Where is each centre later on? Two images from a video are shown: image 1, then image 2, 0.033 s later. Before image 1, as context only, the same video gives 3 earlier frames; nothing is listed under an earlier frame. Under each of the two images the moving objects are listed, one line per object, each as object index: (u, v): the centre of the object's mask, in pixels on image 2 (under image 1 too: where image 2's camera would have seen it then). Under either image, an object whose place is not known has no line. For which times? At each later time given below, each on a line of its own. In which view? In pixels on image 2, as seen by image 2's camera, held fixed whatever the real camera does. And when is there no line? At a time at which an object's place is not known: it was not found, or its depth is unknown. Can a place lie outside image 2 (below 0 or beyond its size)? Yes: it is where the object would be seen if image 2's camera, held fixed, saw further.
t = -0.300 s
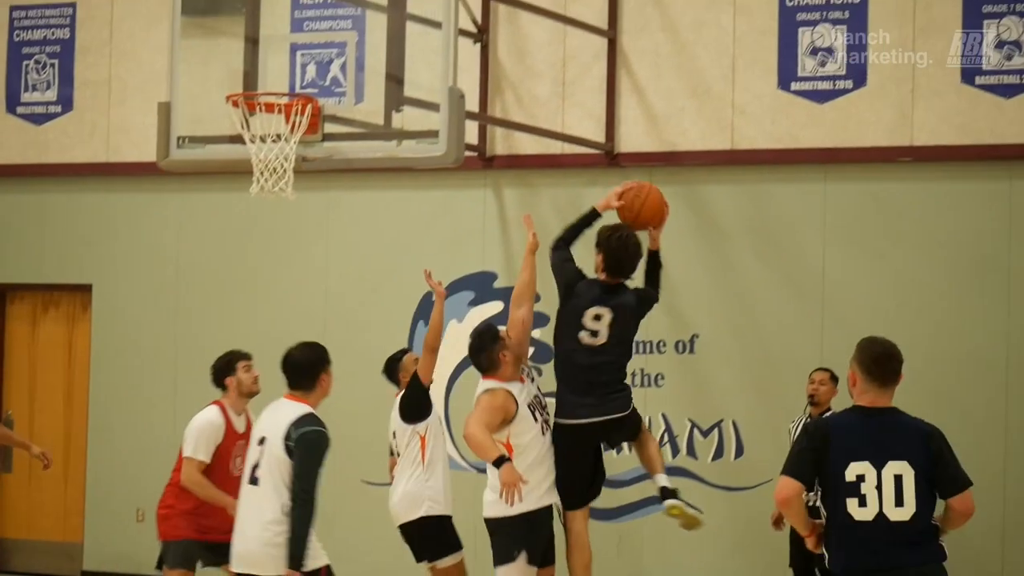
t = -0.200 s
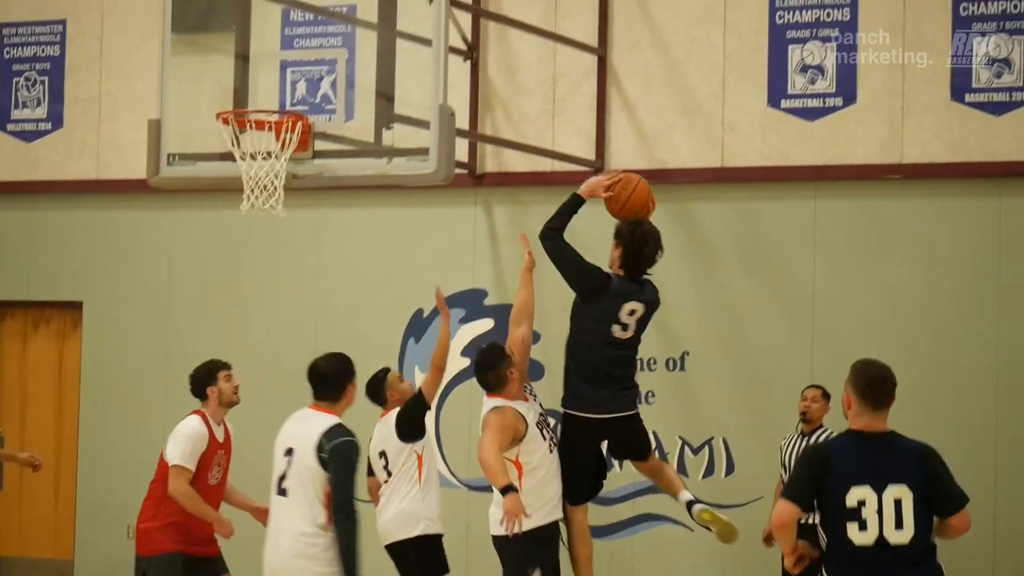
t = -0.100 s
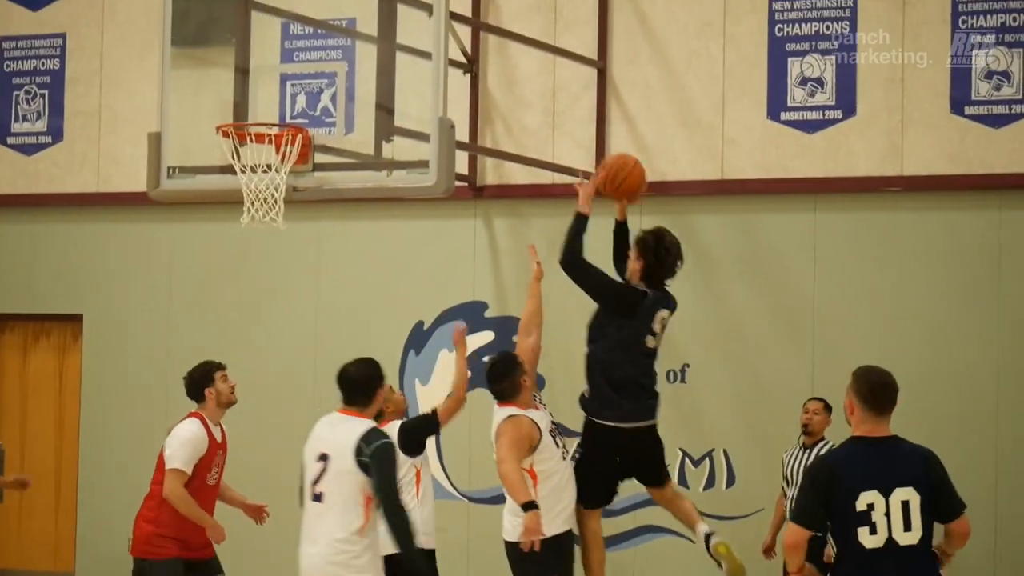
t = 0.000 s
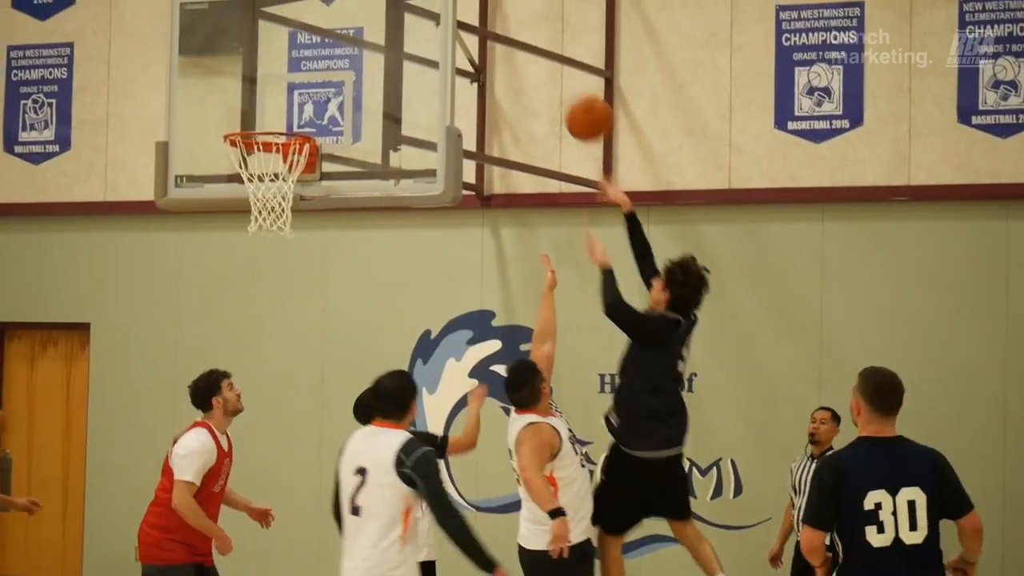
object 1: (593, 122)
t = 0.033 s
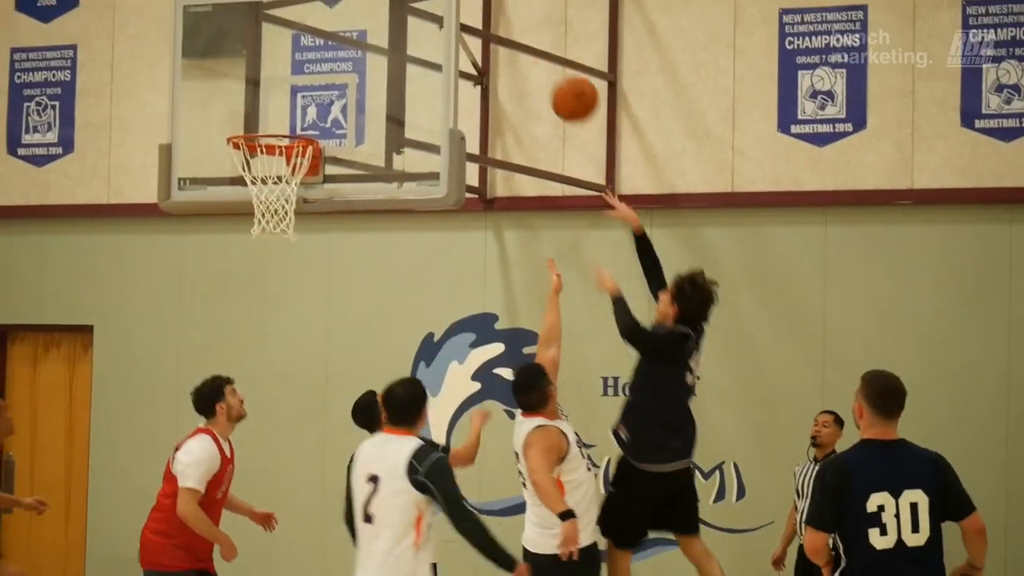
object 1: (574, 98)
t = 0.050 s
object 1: (565, 88)
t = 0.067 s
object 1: (556, 77)
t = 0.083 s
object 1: (547, 67)
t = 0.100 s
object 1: (538, 59)
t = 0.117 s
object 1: (529, 50)
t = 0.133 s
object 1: (521, 43)
